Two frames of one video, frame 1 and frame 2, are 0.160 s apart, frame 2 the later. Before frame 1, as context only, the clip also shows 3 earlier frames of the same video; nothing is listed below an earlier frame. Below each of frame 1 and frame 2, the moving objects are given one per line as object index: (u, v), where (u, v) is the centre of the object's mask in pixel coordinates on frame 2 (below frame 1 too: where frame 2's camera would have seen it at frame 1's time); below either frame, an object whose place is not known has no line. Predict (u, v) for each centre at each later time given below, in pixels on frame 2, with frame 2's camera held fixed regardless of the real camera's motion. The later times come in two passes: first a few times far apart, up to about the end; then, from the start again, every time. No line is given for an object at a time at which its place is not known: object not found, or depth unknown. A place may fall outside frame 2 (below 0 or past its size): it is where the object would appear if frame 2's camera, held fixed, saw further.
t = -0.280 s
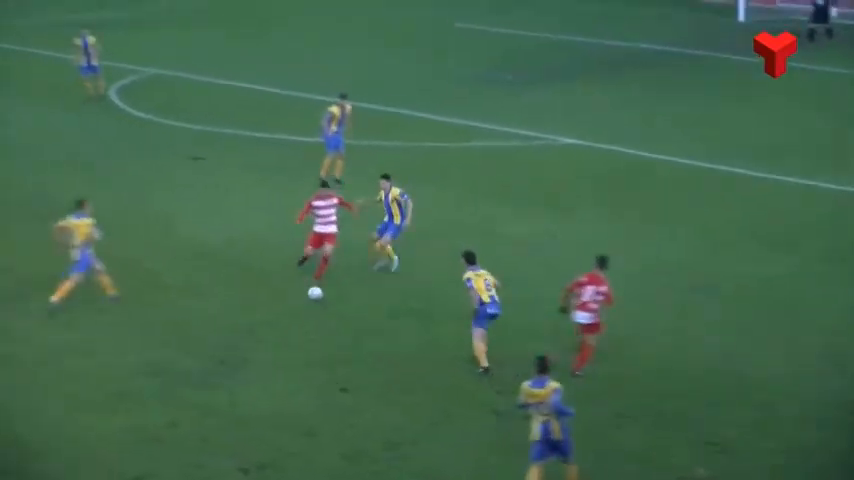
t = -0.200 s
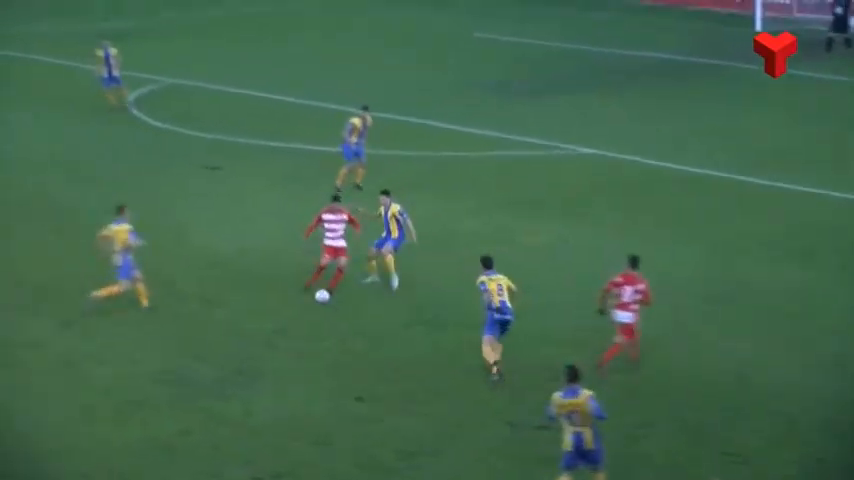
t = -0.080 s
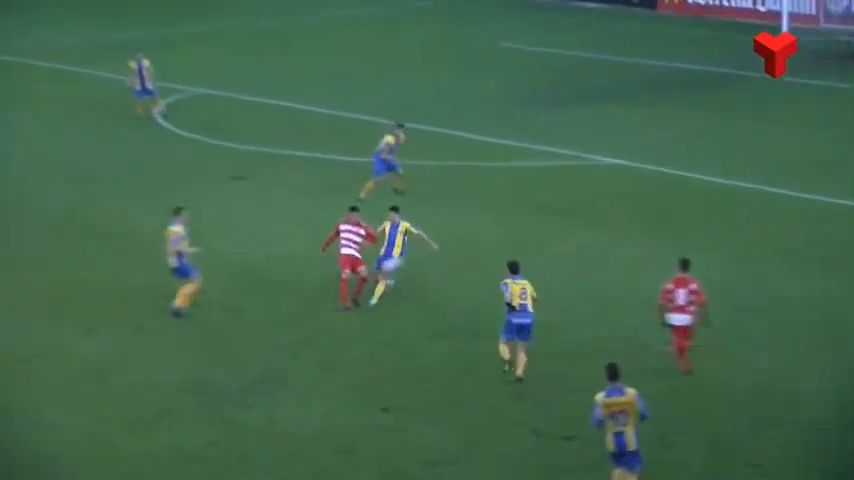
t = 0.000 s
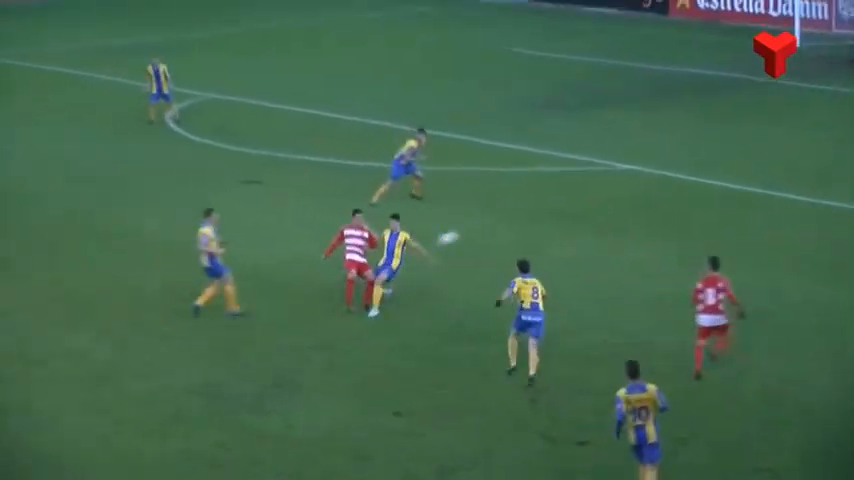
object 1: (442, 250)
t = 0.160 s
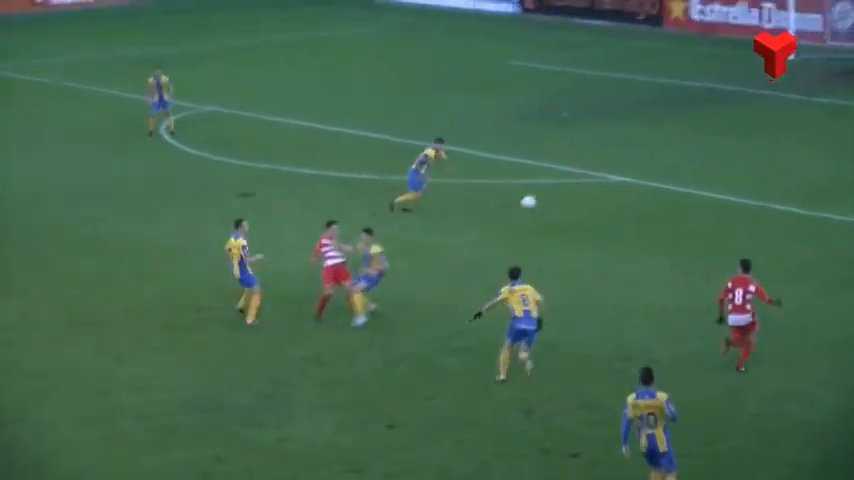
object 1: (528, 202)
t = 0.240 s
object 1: (570, 184)
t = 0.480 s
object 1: (691, 157)
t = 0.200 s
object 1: (549, 192)
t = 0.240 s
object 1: (570, 184)
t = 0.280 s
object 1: (590, 177)
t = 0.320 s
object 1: (611, 171)
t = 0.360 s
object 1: (631, 166)
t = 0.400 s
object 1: (651, 162)
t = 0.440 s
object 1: (671, 159)
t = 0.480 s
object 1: (691, 157)
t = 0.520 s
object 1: (710, 156)
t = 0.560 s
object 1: (729, 155)
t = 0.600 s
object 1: (748, 156)
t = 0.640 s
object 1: (767, 158)
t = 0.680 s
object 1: (786, 161)
